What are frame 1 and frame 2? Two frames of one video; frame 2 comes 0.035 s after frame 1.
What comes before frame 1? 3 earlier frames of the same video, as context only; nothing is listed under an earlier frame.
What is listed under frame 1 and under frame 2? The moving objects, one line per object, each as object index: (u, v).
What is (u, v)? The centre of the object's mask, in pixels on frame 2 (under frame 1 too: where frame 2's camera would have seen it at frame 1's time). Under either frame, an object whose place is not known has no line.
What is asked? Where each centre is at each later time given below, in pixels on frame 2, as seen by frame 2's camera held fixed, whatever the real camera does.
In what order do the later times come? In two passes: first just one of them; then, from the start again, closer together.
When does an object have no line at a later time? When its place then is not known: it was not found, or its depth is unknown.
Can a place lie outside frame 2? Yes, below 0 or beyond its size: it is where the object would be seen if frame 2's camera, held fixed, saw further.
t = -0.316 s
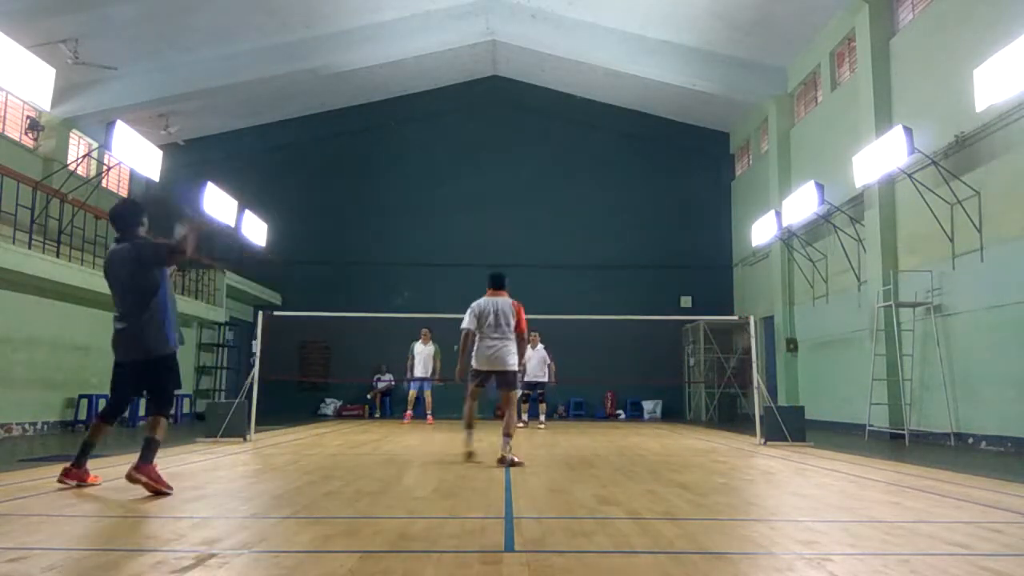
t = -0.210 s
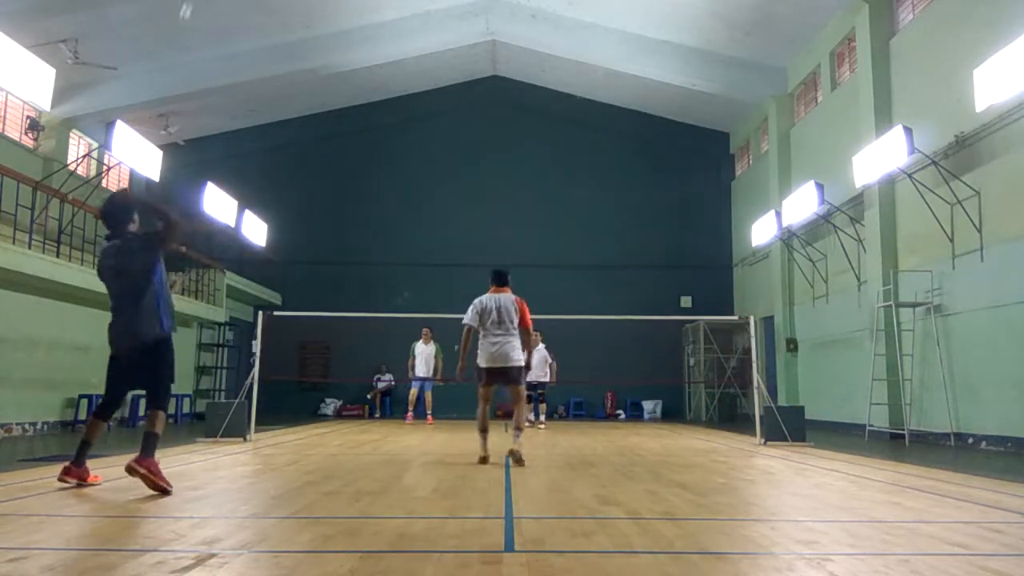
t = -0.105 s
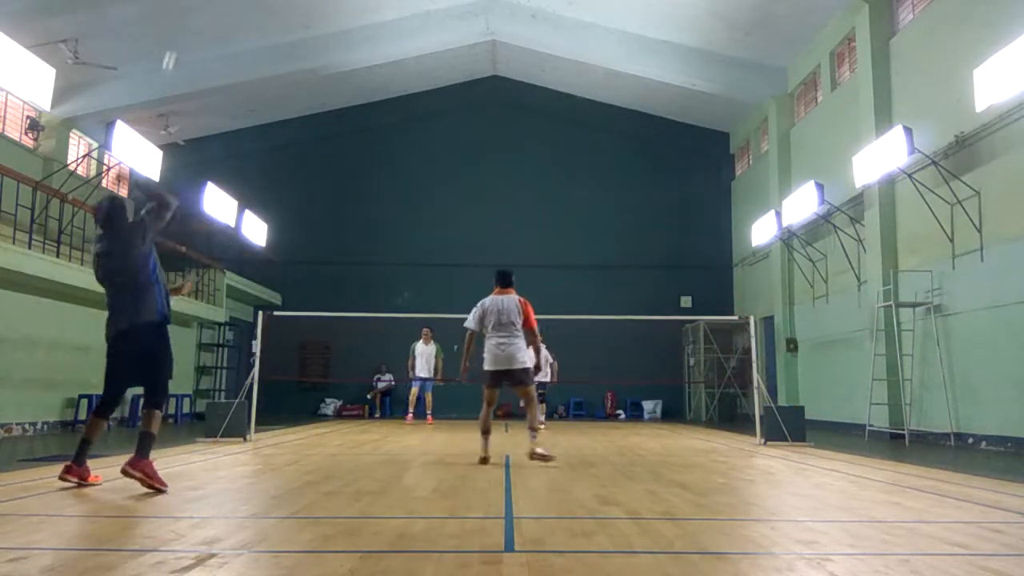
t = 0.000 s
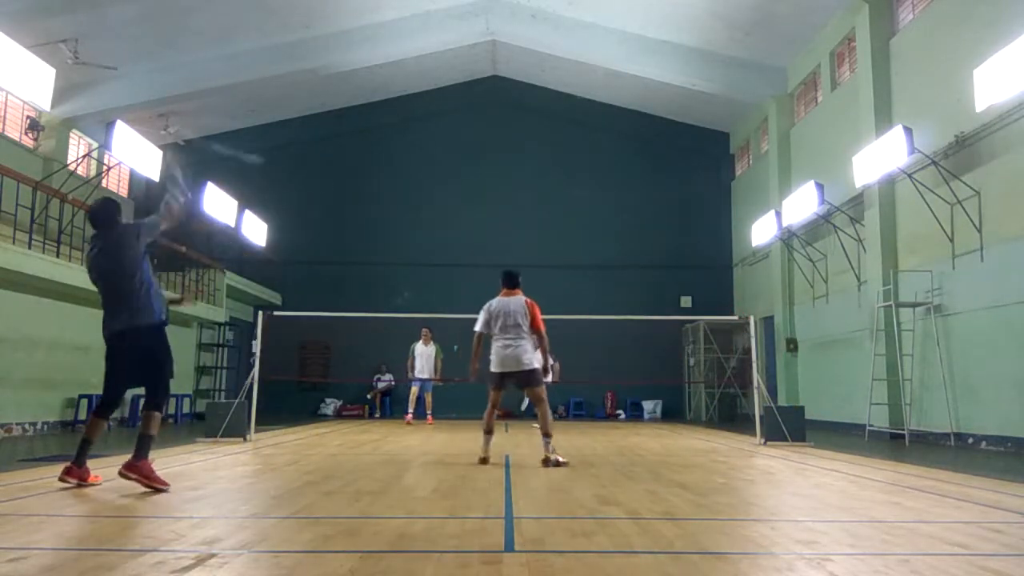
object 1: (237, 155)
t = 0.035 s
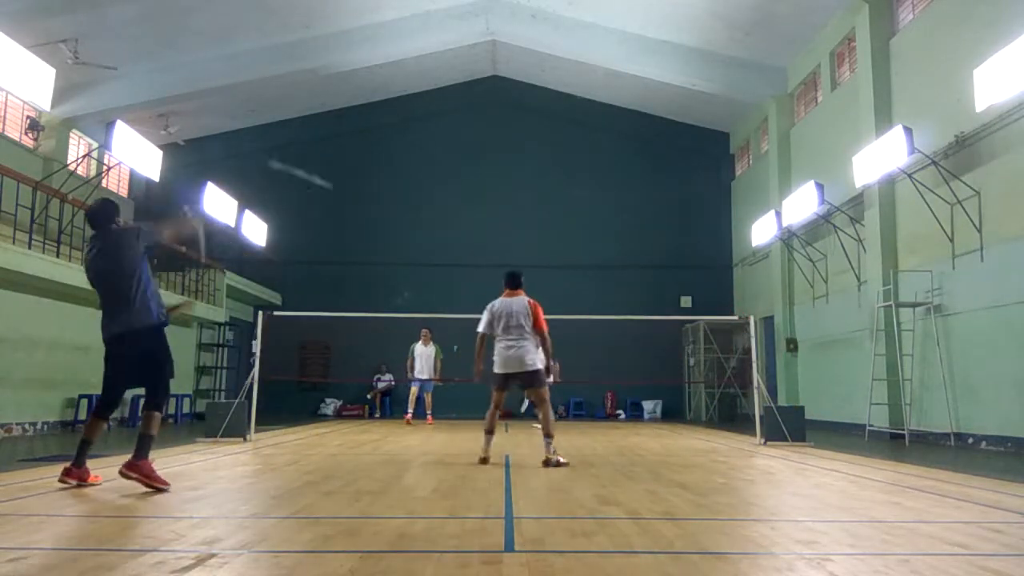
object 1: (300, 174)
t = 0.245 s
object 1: (493, 265)
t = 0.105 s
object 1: (399, 216)
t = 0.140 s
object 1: (430, 231)
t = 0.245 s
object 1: (493, 265)
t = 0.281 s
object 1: (508, 275)
